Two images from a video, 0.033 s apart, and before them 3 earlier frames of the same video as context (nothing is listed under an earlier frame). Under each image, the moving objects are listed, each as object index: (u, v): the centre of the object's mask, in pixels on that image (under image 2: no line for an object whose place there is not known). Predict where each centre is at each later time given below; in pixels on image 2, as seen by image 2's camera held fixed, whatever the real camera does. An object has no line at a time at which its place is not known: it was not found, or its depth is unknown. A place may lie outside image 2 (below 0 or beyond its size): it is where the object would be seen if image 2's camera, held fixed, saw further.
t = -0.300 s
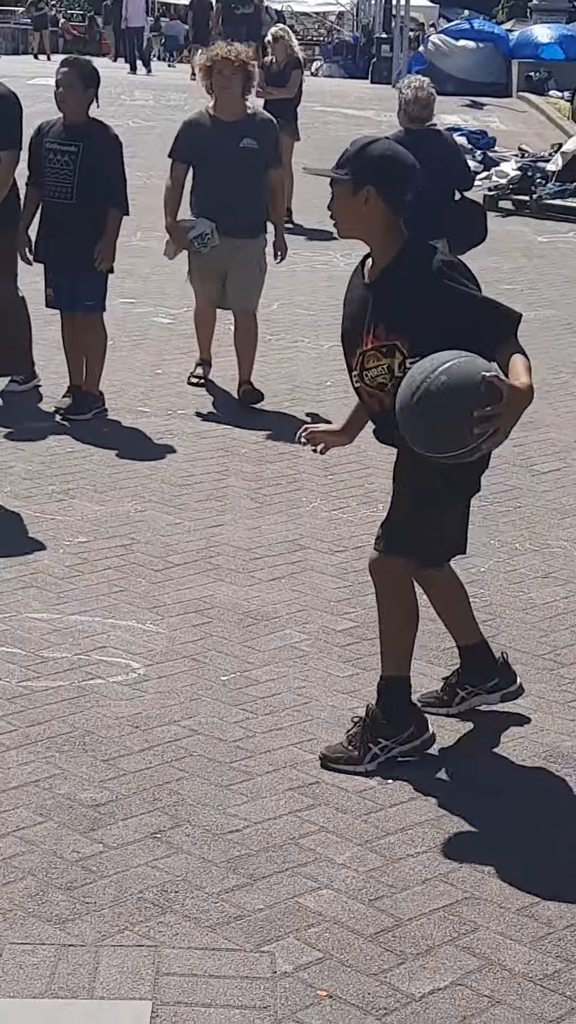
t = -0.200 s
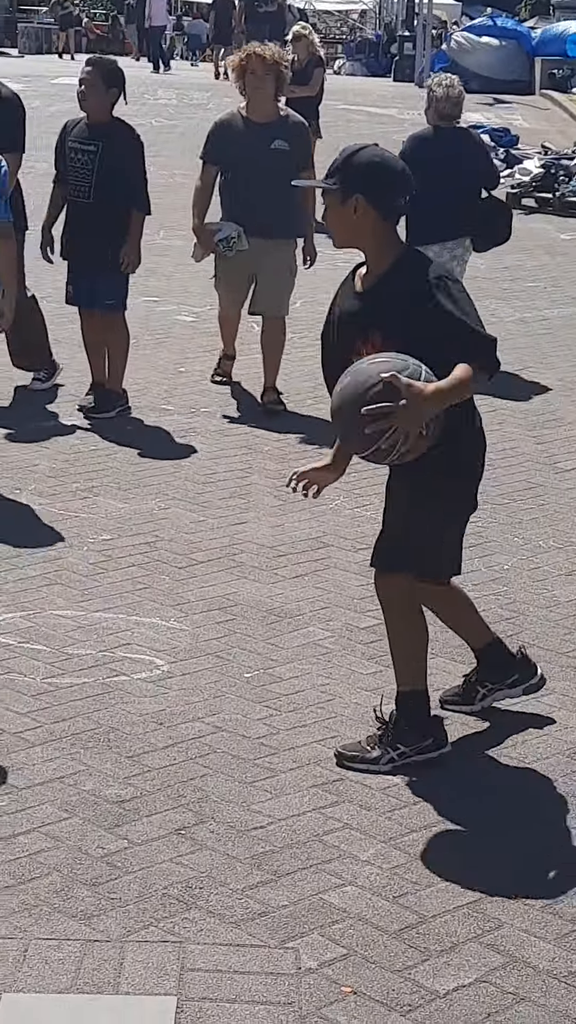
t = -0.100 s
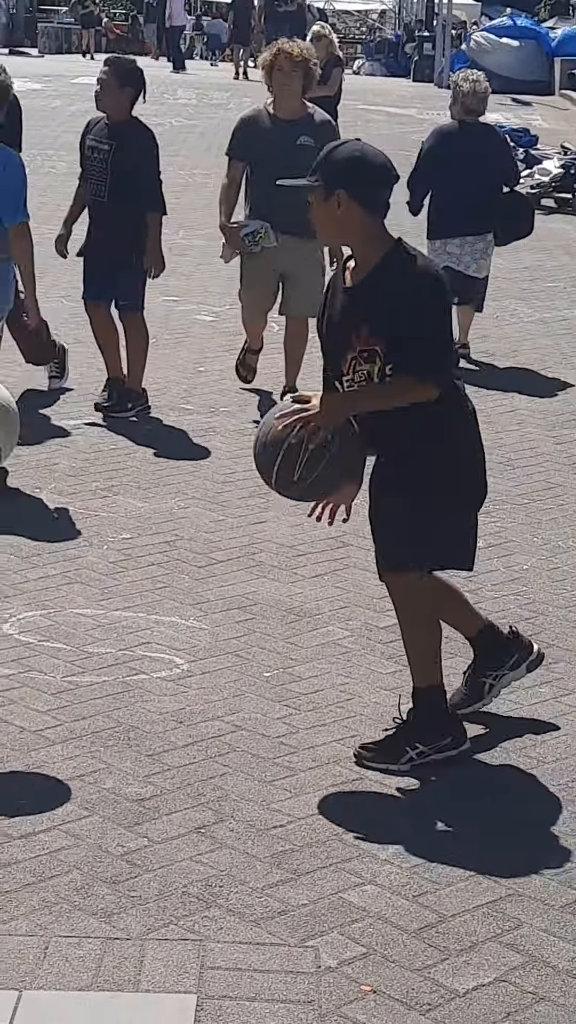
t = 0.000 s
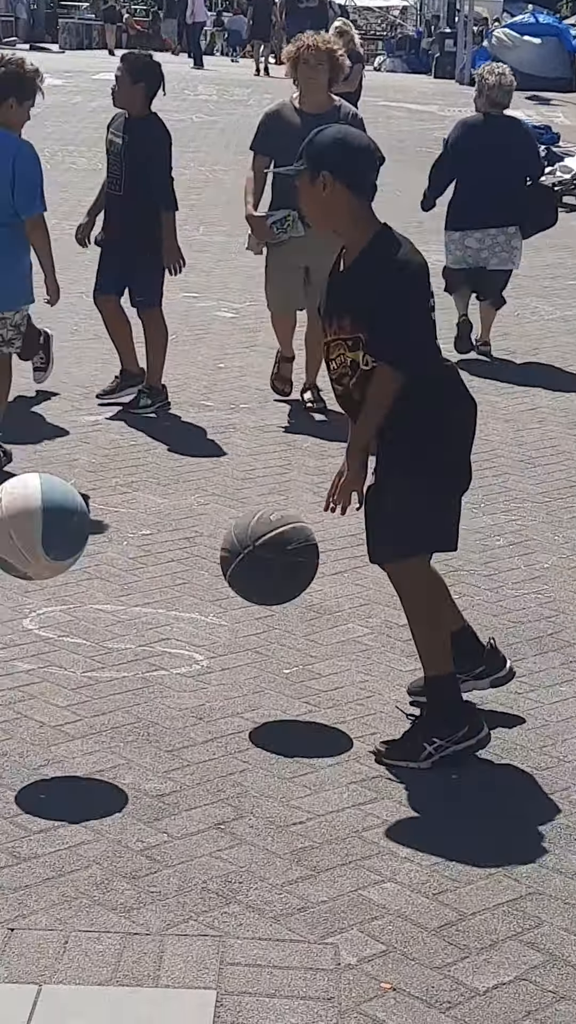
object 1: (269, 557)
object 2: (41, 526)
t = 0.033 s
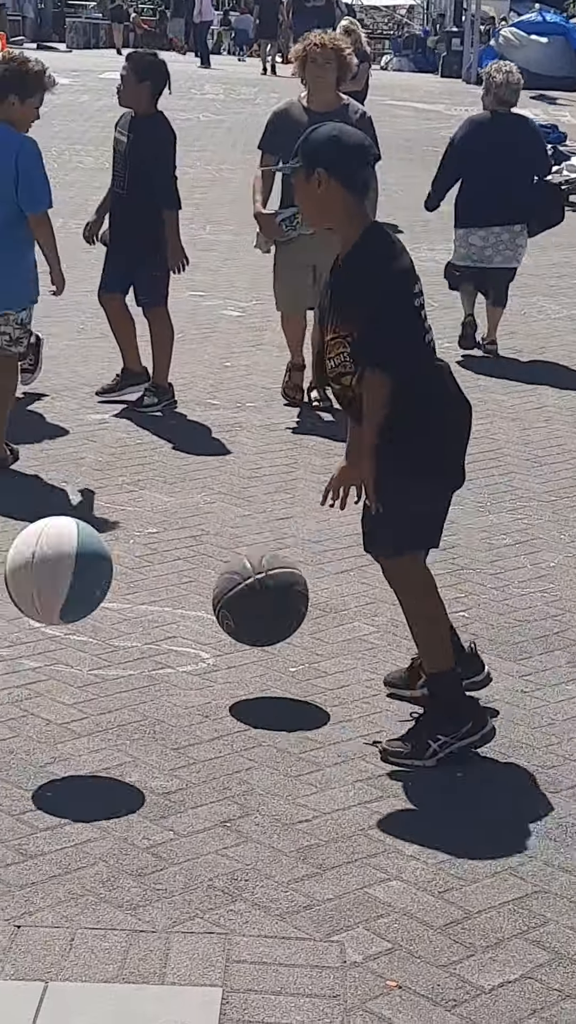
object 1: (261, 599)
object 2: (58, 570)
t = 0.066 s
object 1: (246, 644)
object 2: (74, 623)
